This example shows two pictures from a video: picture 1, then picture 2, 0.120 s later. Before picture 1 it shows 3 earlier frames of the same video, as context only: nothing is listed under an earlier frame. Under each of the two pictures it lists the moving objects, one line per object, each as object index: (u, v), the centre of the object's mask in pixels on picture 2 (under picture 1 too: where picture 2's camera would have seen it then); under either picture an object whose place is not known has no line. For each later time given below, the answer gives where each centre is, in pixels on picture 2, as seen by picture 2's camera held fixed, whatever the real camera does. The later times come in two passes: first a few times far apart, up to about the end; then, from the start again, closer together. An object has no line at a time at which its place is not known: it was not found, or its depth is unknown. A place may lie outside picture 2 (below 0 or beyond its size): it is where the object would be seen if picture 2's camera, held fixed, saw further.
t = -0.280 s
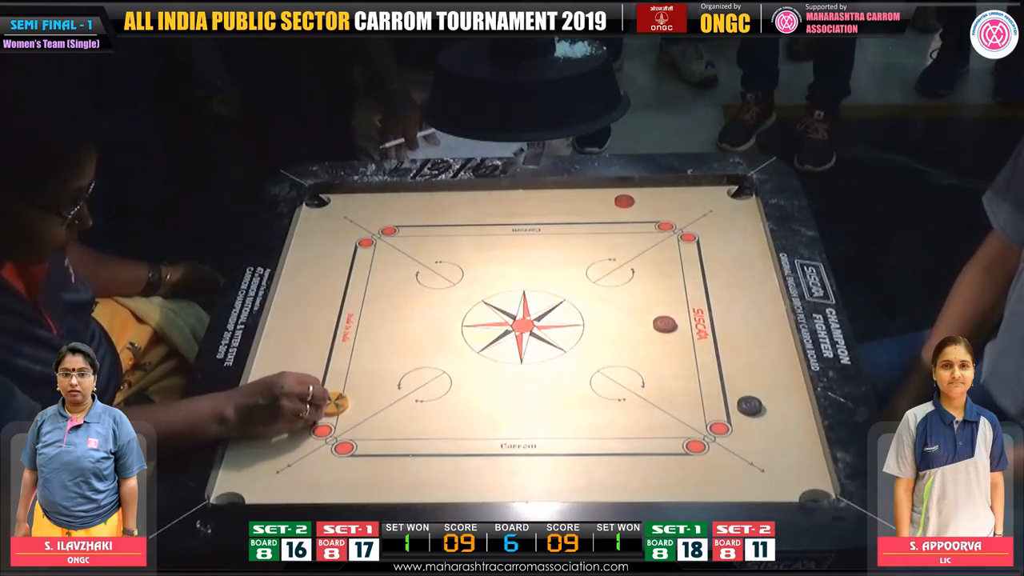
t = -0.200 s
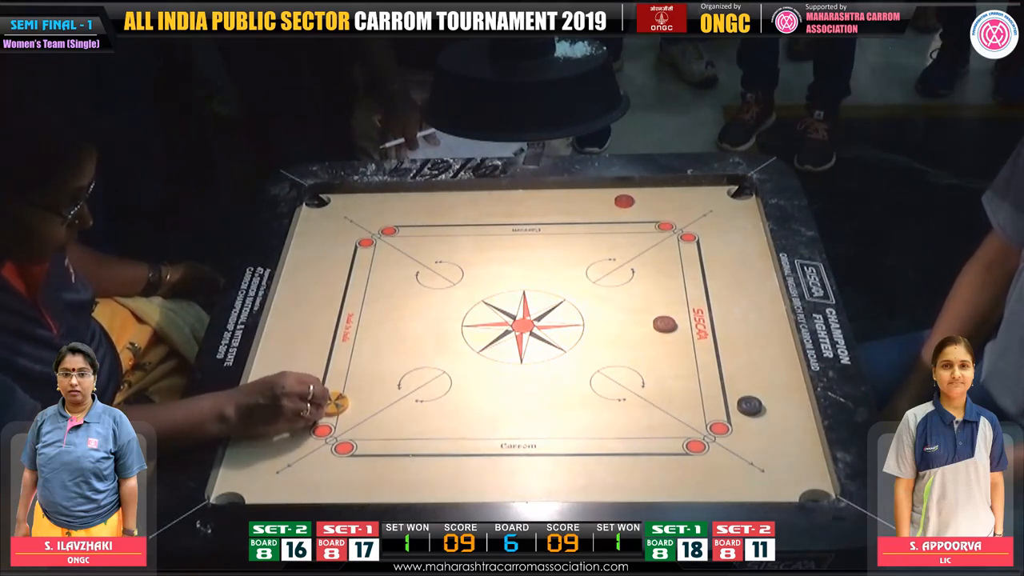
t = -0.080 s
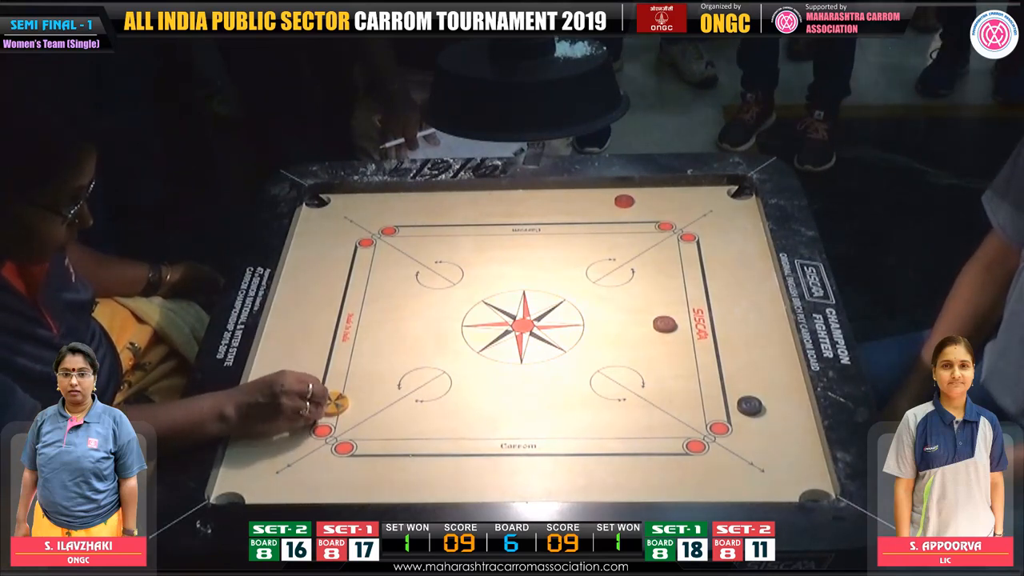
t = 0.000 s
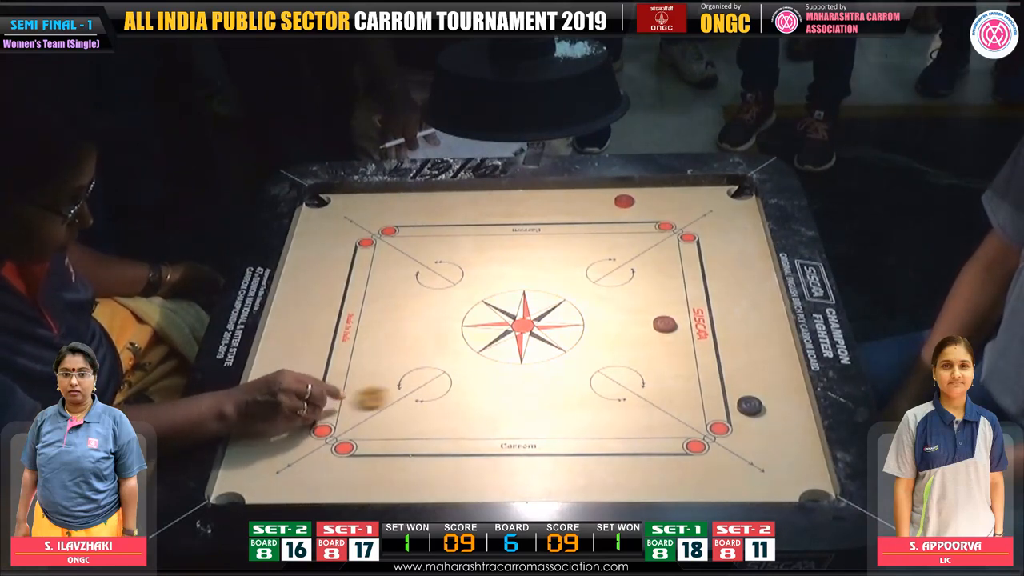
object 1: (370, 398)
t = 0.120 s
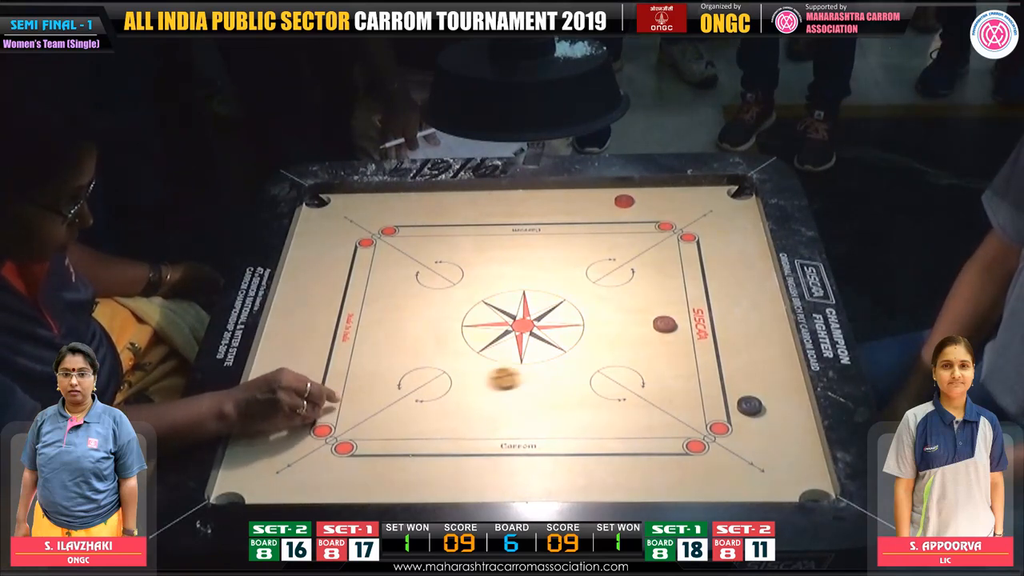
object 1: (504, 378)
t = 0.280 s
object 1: (660, 354)
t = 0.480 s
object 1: (738, 331)
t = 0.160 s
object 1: (546, 372)
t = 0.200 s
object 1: (585, 365)
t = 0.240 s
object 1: (624, 359)
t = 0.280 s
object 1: (660, 354)
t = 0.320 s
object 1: (696, 348)
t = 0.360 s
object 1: (729, 342)
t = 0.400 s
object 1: (761, 336)
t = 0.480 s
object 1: (738, 331)
